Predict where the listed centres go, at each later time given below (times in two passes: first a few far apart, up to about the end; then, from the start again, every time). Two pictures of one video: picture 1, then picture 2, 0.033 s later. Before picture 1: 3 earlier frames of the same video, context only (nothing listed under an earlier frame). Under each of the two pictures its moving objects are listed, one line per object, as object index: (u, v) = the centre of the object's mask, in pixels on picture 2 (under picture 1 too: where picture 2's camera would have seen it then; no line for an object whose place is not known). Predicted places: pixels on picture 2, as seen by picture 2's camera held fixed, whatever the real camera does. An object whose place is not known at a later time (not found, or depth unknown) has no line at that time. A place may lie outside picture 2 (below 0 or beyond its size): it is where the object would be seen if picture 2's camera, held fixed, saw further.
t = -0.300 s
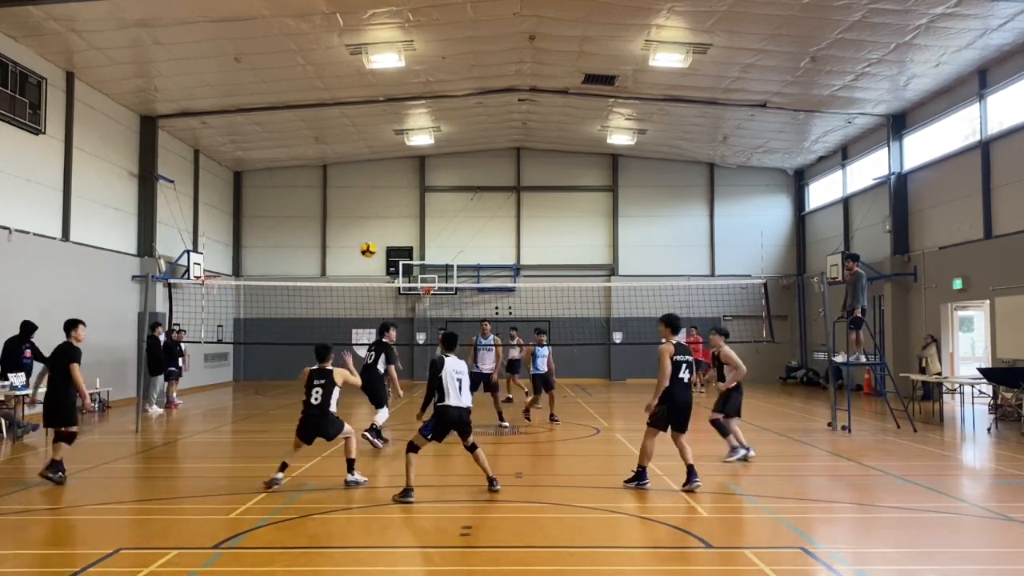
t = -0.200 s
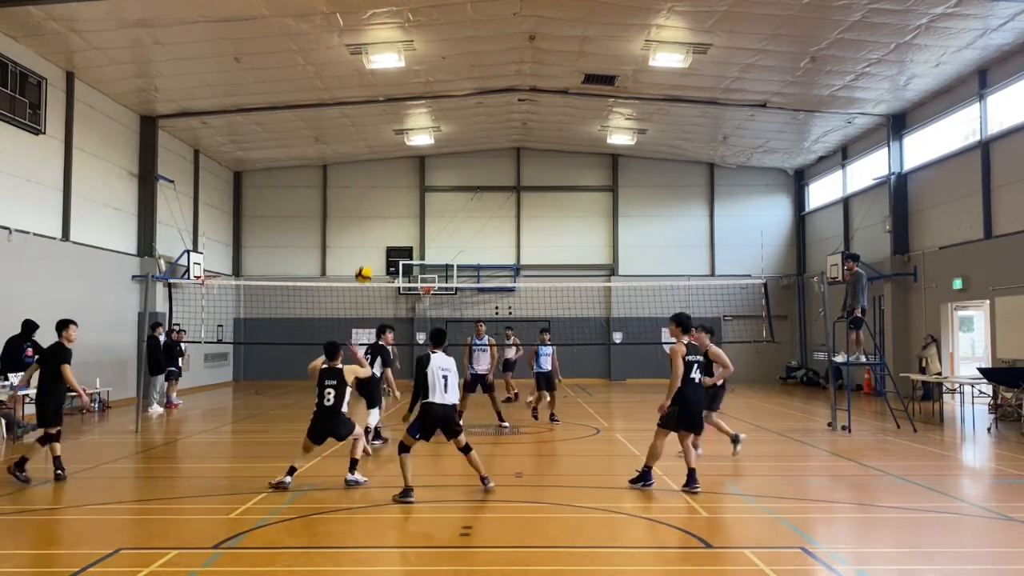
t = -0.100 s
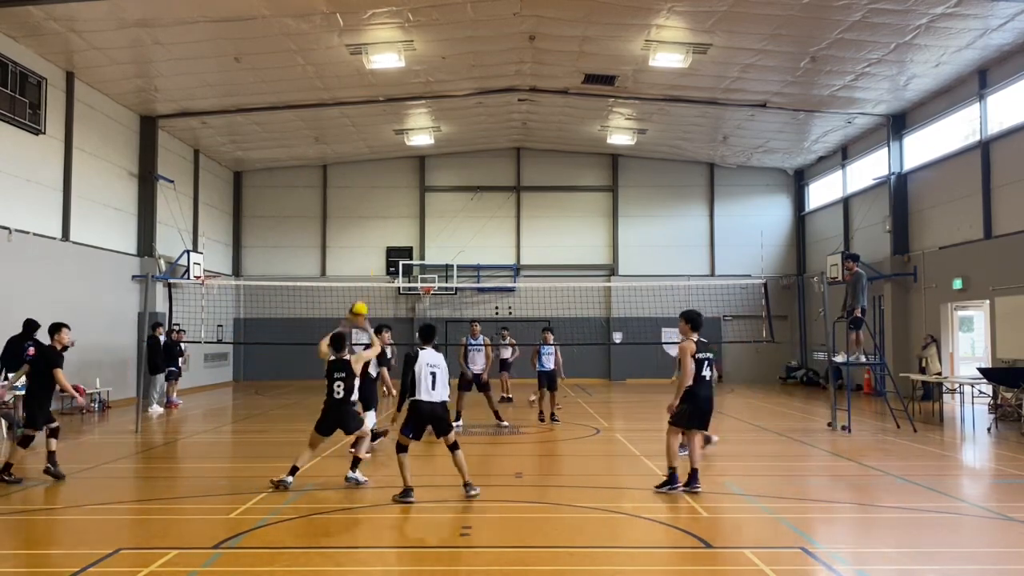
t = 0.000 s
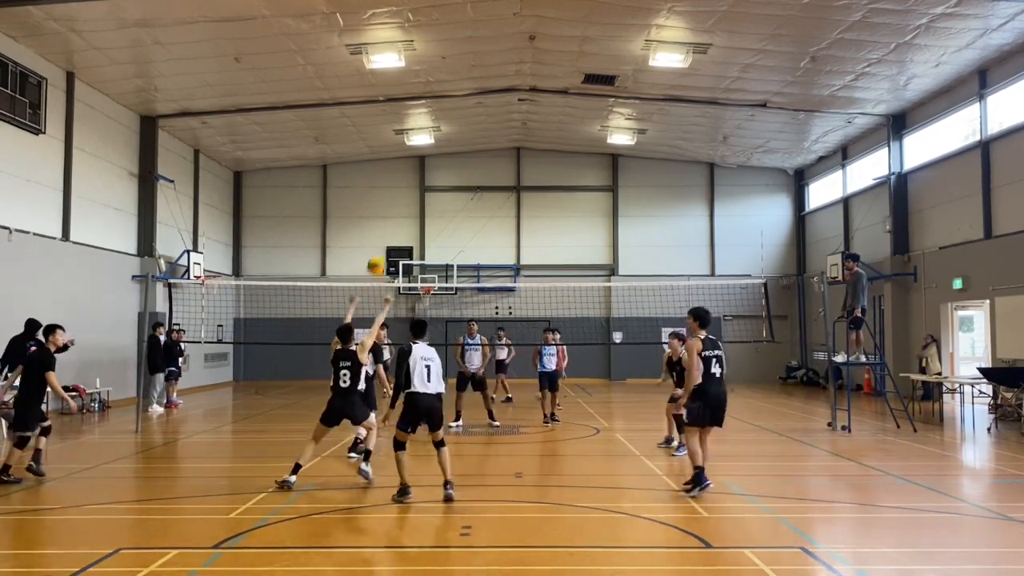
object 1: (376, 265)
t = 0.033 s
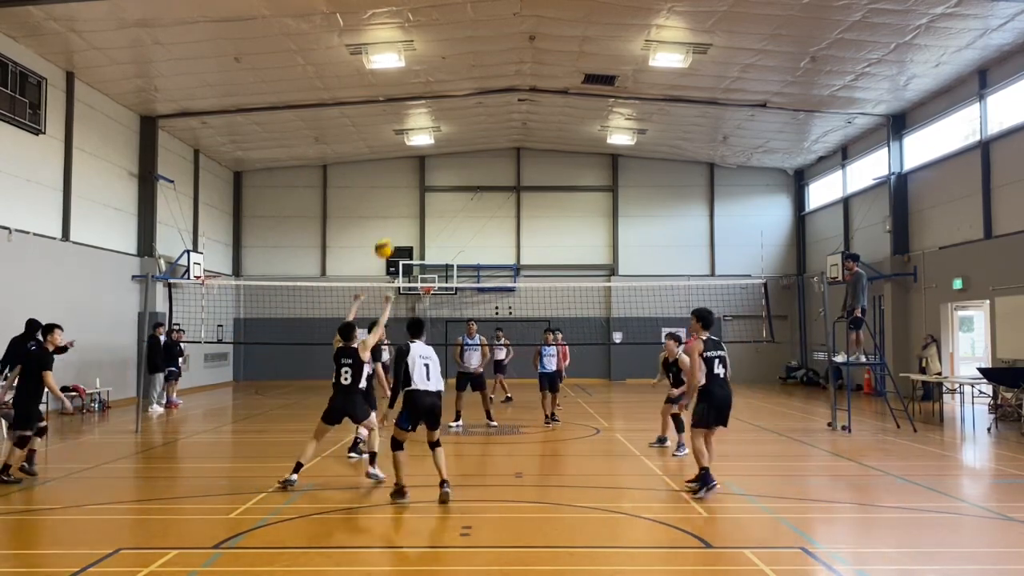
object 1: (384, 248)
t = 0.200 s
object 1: (420, 176)
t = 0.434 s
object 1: (463, 125)
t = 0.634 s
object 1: (495, 118)
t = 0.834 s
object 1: (524, 140)
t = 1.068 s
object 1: (553, 197)
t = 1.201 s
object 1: (569, 244)
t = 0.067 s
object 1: (391, 232)
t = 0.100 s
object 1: (399, 215)
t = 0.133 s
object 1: (406, 201)
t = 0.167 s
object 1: (413, 188)
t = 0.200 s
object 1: (420, 176)
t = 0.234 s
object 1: (427, 166)
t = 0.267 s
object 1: (433, 156)
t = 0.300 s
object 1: (440, 148)
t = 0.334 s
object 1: (446, 141)
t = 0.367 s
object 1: (452, 134)
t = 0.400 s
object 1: (458, 128)
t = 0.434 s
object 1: (463, 125)
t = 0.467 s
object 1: (468, 121)
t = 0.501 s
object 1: (474, 118)
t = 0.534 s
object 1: (479, 117)
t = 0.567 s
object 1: (484, 117)
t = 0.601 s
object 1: (490, 117)
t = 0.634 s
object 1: (495, 118)
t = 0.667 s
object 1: (500, 119)
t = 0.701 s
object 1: (505, 121)
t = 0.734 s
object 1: (510, 125)
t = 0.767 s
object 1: (514, 130)
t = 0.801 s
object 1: (519, 135)
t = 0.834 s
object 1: (524, 140)
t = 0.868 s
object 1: (528, 146)
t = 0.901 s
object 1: (532, 153)
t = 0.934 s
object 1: (537, 160)
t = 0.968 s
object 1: (541, 168)
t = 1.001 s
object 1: (545, 178)
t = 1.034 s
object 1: (549, 188)
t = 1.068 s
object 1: (553, 197)
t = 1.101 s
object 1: (558, 209)
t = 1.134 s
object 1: (561, 220)
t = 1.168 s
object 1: (565, 231)
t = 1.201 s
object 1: (569, 244)
